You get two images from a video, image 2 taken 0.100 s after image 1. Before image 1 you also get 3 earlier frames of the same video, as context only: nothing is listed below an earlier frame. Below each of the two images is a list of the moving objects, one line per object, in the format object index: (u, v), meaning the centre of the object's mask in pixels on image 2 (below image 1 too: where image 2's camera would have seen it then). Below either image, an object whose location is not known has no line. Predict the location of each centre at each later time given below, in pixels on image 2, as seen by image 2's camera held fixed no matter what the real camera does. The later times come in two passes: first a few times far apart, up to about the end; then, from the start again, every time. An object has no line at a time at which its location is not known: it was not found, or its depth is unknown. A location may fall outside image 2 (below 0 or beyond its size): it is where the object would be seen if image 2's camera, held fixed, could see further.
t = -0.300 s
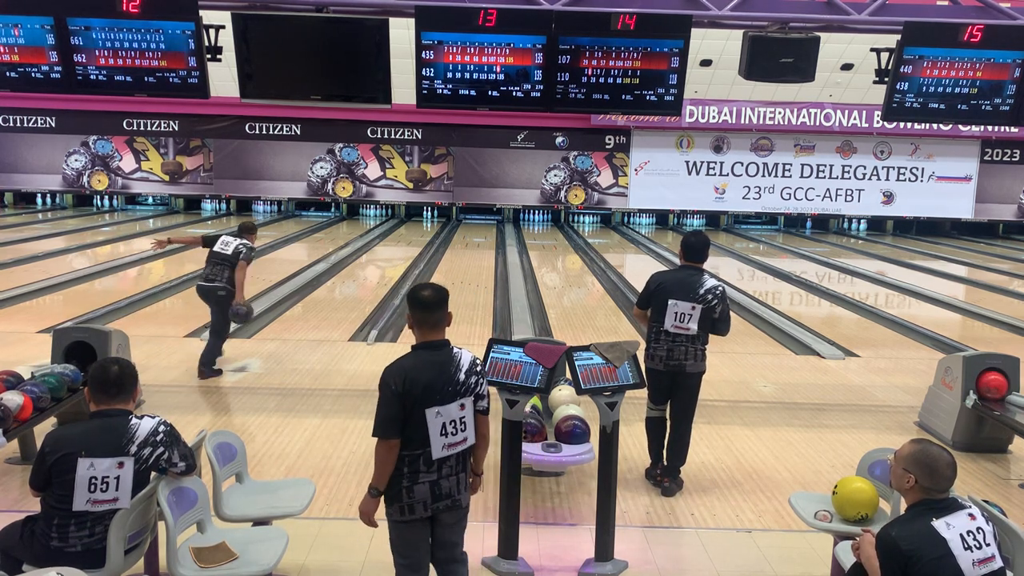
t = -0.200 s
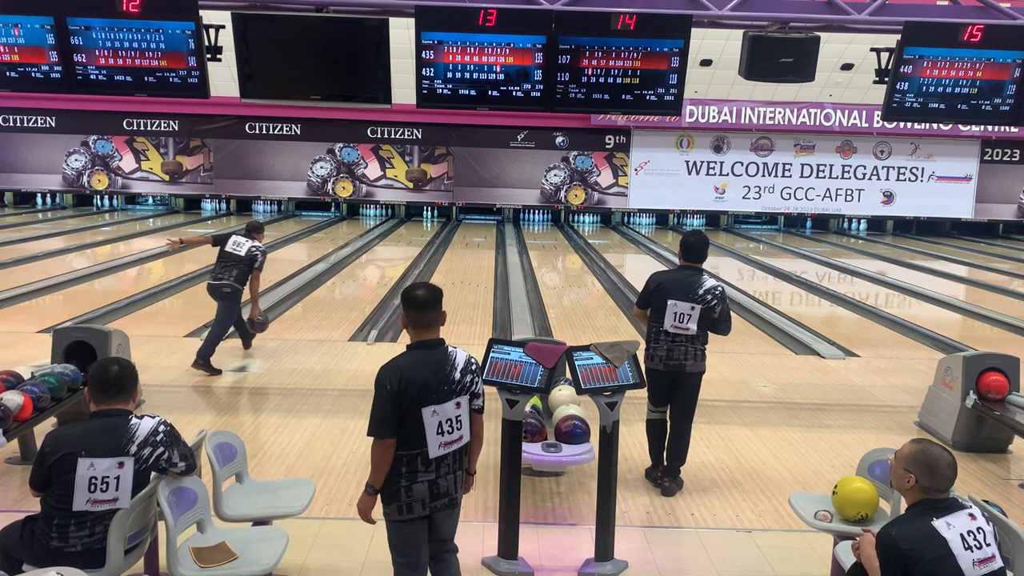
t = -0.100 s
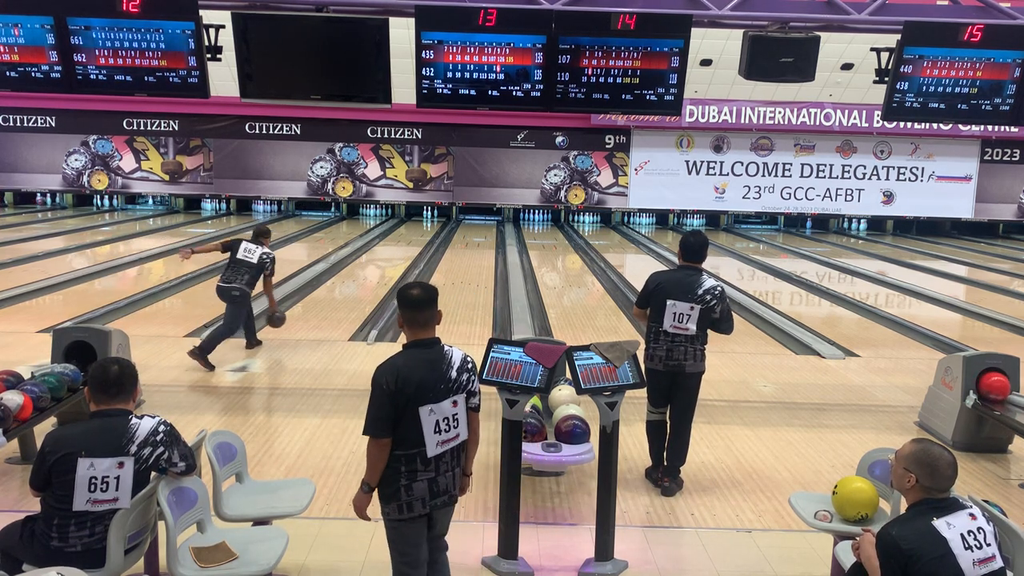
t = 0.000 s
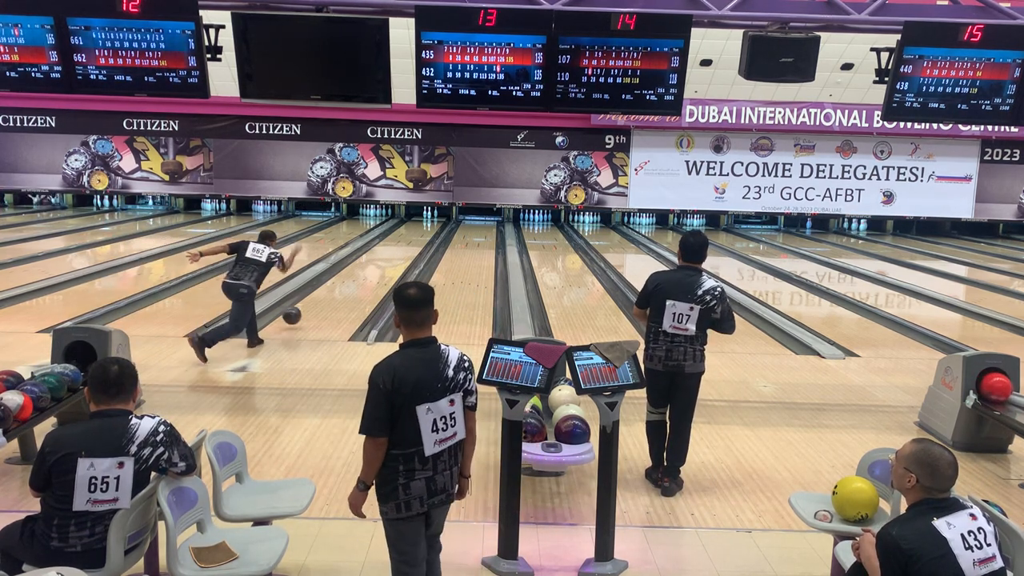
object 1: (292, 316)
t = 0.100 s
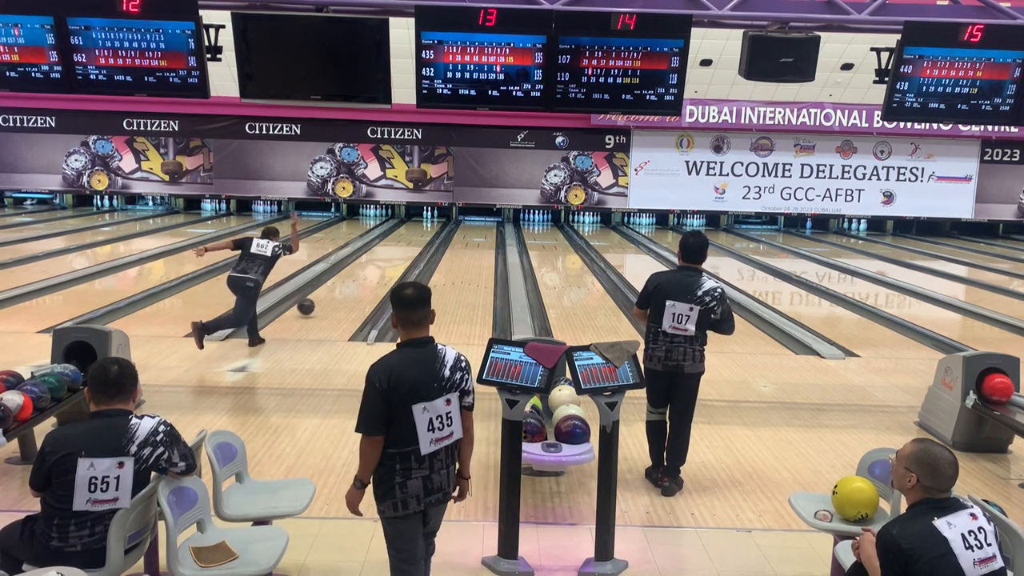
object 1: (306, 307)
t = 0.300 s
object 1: (329, 291)
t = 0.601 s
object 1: (354, 270)
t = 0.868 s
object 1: (371, 256)
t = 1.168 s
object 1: (386, 244)
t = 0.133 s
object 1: (311, 304)
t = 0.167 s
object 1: (315, 302)
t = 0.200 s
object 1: (318, 299)
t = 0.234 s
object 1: (322, 296)
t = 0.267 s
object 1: (325, 293)
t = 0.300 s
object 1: (329, 291)
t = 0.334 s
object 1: (332, 288)
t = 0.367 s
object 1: (335, 286)
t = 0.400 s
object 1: (338, 283)
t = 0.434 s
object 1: (341, 281)
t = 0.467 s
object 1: (344, 278)
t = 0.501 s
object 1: (347, 276)
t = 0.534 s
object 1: (349, 274)
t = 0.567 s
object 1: (352, 272)
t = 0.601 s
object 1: (354, 270)
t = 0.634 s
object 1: (357, 268)
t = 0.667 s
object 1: (359, 266)
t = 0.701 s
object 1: (361, 264)
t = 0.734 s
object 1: (363, 263)
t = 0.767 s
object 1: (365, 261)
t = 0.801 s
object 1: (367, 259)
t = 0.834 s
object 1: (369, 258)
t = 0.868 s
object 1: (371, 256)
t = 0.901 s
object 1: (373, 255)
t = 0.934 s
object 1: (375, 253)
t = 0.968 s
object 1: (377, 252)
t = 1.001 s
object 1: (378, 251)
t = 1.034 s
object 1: (380, 249)
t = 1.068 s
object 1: (382, 248)
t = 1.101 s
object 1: (383, 247)
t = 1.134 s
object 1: (385, 246)
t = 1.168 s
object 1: (386, 244)
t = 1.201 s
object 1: (388, 243)
